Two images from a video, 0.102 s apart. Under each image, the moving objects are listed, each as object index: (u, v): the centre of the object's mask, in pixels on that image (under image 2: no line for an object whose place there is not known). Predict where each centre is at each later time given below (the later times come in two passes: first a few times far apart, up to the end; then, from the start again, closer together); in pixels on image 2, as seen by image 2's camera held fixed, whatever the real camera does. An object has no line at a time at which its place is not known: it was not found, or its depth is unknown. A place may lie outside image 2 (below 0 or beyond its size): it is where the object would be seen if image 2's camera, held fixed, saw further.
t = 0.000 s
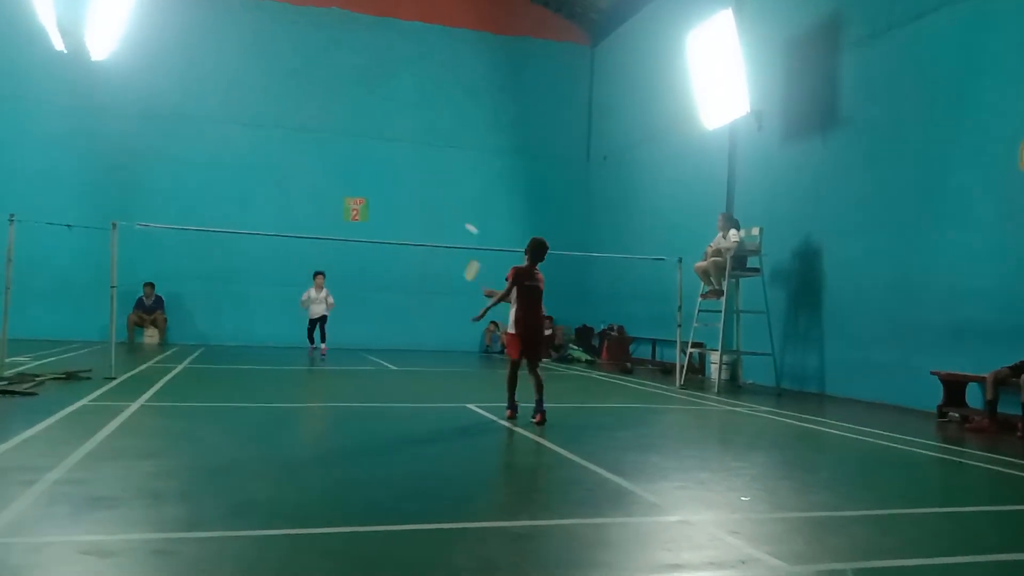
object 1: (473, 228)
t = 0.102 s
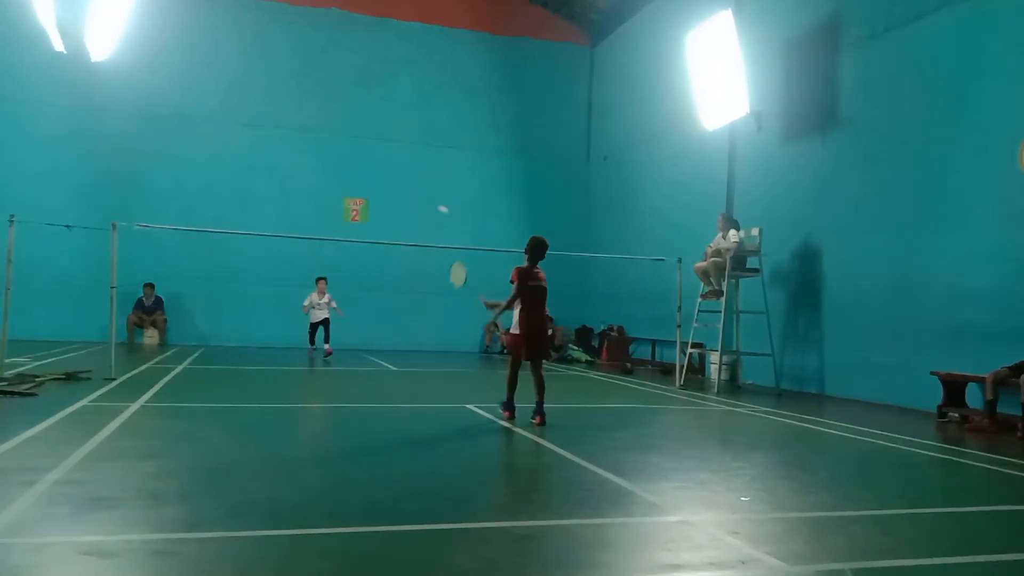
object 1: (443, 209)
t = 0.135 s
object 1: (435, 206)
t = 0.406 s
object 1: (384, 214)
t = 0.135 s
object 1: (435, 206)
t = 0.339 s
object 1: (395, 207)
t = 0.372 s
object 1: (389, 210)
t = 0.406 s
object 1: (384, 214)
